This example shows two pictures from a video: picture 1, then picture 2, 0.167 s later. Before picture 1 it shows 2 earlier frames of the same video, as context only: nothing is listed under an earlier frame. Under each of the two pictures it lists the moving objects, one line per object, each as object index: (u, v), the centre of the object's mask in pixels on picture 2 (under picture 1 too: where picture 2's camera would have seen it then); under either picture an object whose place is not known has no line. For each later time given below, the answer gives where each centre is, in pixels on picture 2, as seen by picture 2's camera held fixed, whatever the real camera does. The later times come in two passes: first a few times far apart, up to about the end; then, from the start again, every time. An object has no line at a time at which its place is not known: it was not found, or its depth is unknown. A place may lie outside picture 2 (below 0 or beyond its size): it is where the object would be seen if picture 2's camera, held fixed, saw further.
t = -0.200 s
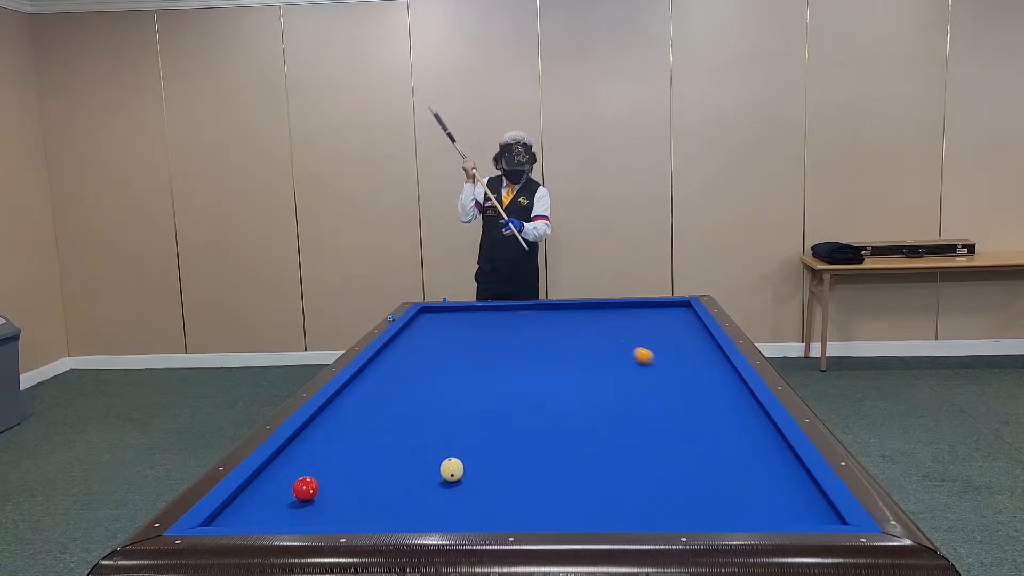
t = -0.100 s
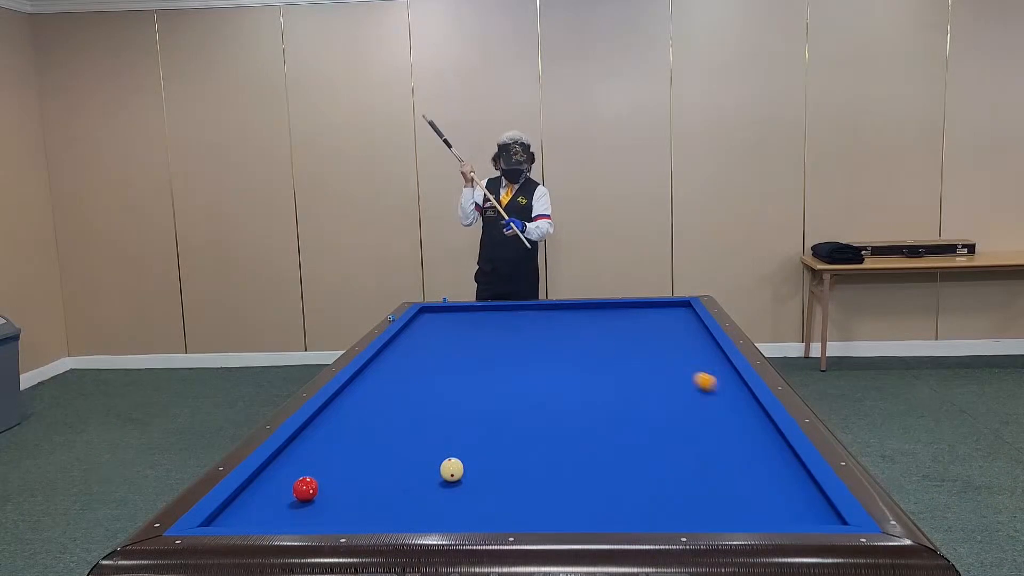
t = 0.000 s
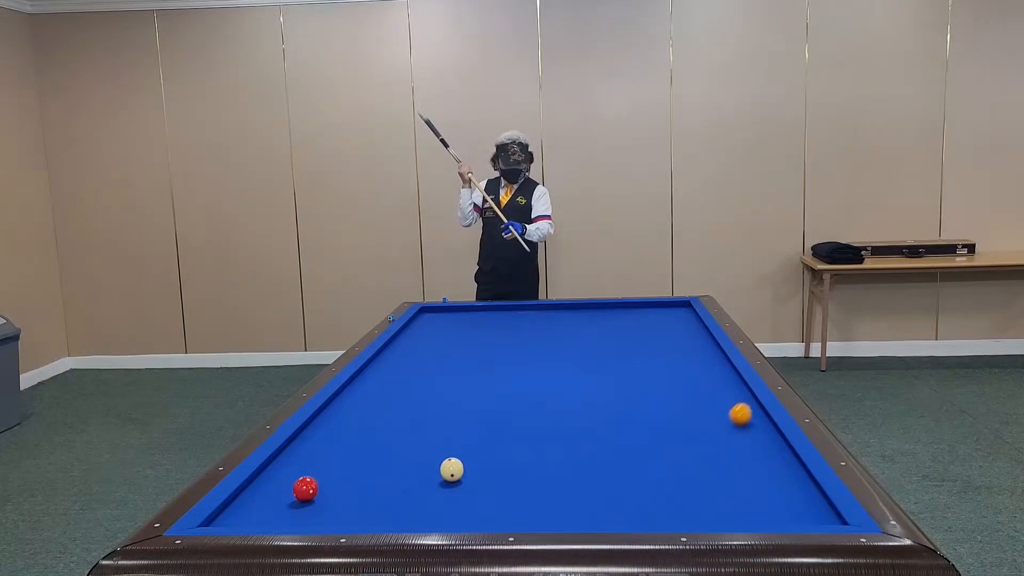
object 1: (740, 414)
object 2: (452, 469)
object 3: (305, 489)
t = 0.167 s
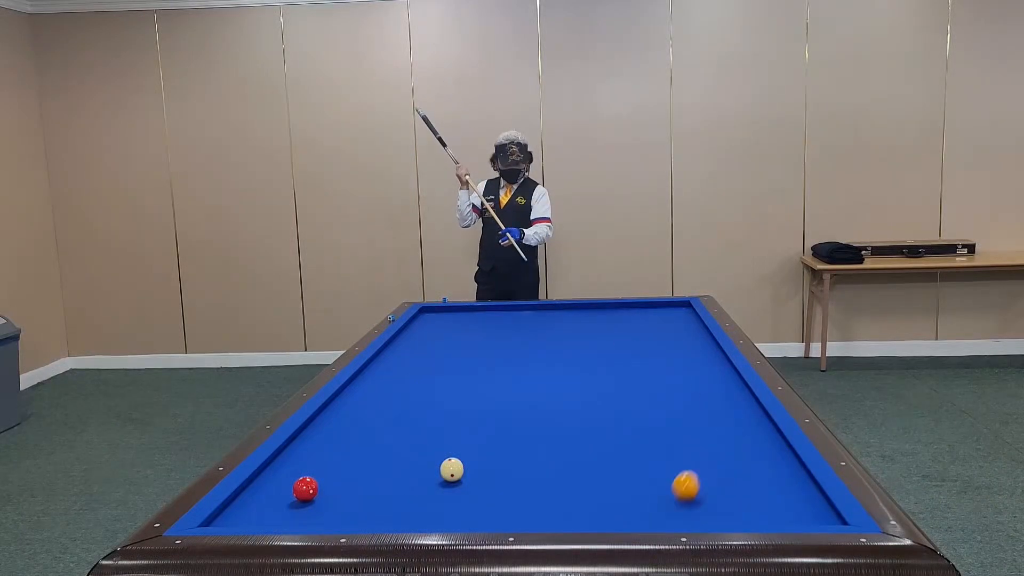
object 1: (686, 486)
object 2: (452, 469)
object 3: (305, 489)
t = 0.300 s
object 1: (610, 490)
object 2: (452, 469)
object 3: (305, 489)
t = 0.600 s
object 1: (469, 402)
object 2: (452, 469)
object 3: (305, 488)
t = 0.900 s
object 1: (392, 359)
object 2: (452, 469)
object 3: (305, 488)
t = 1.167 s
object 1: (436, 336)
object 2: (452, 469)
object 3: (305, 489)
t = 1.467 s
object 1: (489, 315)
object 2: (452, 469)
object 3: (305, 489)
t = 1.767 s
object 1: (535, 312)
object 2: (452, 469)
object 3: (305, 489)
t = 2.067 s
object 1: (585, 320)
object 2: (452, 469)
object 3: (305, 489)
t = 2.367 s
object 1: (641, 329)
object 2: (452, 469)
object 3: (305, 489)
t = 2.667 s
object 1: (704, 339)
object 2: (452, 469)
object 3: (305, 489)
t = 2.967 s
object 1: (680, 352)
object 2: (452, 469)
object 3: (305, 488)
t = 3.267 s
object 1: (651, 367)
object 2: (452, 469)
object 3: (305, 489)
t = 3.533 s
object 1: (622, 381)
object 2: (452, 469)
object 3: (305, 489)
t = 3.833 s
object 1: (586, 399)
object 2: (452, 469)
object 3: (305, 489)
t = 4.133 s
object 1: (546, 419)
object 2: (452, 469)
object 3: (305, 489)
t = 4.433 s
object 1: (500, 442)
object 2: (452, 469)
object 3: (305, 489)
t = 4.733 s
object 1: (454, 460)
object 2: (447, 476)
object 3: (305, 489)
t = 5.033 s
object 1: (417, 467)
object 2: (429, 498)
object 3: (305, 489)
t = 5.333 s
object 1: (382, 472)
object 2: (411, 518)
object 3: (305, 489)
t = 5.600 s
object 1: (351, 477)
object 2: (412, 512)
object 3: (305, 489)
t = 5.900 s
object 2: (415, 502)
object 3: (304, 489)
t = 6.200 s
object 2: (418, 492)
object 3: (296, 495)
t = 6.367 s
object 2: (419, 487)
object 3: (292, 497)
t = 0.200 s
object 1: (674, 505)
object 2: (452, 469)
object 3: (305, 489)
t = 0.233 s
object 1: (659, 517)
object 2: (452, 469)
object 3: (305, 489)
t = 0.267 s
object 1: (633, 506)
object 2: (452, 469)
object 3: (305, 489)
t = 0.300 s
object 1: (610, 490)
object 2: (452, 469)
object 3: (305, 489)
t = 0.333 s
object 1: (588, 476)
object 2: (452, 469)
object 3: (305, 489)
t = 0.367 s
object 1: (568, 464)
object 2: (452, 469)
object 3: (305, 488)
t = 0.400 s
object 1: (550, 452)
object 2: (452, 469)
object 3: (305, 489)
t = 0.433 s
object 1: (534, 442)
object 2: (452, 469)
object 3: (305, 488)
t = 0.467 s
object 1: (519, 432)
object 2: (452, 469)
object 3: (305, 489)
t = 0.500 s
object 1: (505, 424)
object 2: (452, 469)
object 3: (305, 488)
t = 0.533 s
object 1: (492, 416)
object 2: (452, 469)
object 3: (305, 489)
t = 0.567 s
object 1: (480, 408)
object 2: (452, 469)
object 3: (305, 489)
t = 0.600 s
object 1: (469, 402)
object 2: (452, 469)
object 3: (305, 488)
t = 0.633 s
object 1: (458, 395)
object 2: (452, 469)
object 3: (305, 488)
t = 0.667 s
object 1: (448, 390)
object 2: (452, 469)
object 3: (305, 488)
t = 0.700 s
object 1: (439, 384)
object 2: (452, 469)
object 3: (305, 488)
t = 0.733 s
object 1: (430, 379)
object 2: (452, 469)
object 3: (305, 488)
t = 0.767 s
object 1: (421, 374)
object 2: (452, 469)
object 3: (305, 488)
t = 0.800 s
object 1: (414, 370)
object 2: (452, 469)
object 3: (305, 488)
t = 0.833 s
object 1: (406, 366)
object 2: (452, 469)
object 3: (305, 489)
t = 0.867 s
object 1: (399, 362)
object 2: (452, 469)
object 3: (305, 488)
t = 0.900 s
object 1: (392, 359)
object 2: (452, 469)
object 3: (305, 488)
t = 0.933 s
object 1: (385, 355)
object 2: (452, 469)
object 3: (305, 489)
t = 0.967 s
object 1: (384, 353)
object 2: (452, 469)
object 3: (305, 489)
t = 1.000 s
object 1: (394, 350)
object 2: (452, 469)
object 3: (305, 489)
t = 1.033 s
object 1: (404, 346)
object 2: (452, 469)
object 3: (305, 489)
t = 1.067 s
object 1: (413, 343)
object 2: (452, 469)
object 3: (305, 489)
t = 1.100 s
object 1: (422, 341)
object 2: (452, 469)
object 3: (305, 489)
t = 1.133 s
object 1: (430, 338)
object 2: (452, 469)
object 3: (305, 489)
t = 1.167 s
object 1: (436, 336)
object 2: (452, 469)
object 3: (305, 489)
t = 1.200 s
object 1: (443, 333)
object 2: (452, 469)
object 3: (305, 489)
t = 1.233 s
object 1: (449, 331)
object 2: (452, 469)
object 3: (305, 488)
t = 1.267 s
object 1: (455, 329)
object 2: (452, 469)
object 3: (305, 489)
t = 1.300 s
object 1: (461, 326)
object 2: (452, 469)
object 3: (305, 489)
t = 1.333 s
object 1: (467, 323)
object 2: (452, 469)
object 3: (305, 489)
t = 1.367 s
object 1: (473, 321)
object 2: (452, 469)
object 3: (305, 489)
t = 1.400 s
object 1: (478, 319)
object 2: (452, 469)
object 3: (305, 489)
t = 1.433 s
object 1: (484, 317)
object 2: (452, 469)
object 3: (305, 489)
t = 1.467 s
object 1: (489, 315)
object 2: (452, 469)
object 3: (305, 489)
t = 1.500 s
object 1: (494, 313)
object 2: (452, 469)
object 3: (305, 489)
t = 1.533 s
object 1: (499, 311)
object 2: (452, 469)
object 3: (305, 489)
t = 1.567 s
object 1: (504, 309)
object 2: (452, 469)
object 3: (305, 489)
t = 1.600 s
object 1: (509, 307)
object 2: (452, 469)
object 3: (305, 489)
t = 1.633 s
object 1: (513, 307)
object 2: (452, 469)
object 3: (305, 489)
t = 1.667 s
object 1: (518, 308)
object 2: (452, 469)
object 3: (305, 489)
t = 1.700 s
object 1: (524, 309)
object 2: (452, 469)
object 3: (305, 489)
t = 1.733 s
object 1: (529, 310)
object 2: (452, 469)
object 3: (305, 489)
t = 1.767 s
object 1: (535, 312)
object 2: (452, 469)
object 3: (305, 489)
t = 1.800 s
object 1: (540, 313)
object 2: (452, 469)
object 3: (305, 489)
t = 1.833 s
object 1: (545, 314)
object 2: (452, 469)
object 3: (305, 489)
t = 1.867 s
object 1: (551, 315)
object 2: (452, 469)
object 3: (305, 489)
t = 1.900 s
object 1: (556, 316)
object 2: (452, 469)
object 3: (305, 489)
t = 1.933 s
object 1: (562, 317)
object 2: (452, 469)
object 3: (305, 489)
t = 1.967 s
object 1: (568, 317)
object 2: (452, 469)
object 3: (305, 489)
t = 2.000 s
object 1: (573, 318)
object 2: (452, 469)
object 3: (305, 489)
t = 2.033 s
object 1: (579, 319)
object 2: (452, 469)
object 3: (305, 489)
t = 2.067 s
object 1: (585, 320)
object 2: (452, 469)
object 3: (305, 489)
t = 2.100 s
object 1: (591, 321)
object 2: (452, 469)
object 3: (305, 489)
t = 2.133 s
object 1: (597, 322)
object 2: (452, 469)
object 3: (305, 489)
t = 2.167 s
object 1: (603, 323)
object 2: (452, 469)
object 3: (305, 489)
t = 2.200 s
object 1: (609, 324)
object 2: (452, 469)
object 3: (305, 489)
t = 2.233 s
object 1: (616, 325)
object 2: (452, 469)
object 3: (305, 489)
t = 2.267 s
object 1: (622, 326)
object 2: (452, 469)
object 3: (305, 489)
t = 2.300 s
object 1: (628, 327)
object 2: (452, 469)
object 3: (305, 489)
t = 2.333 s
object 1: (635, 328)
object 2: (452, 469)
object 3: (305, 489)
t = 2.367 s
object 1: (641, 329)
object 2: (452, 469)
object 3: (305, 489)
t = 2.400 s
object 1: (648, 330)
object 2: (452, 469)
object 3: (305, 489)
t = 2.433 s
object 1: (655, 331)
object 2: (452, 469)
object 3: (305, 489)
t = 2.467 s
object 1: (661, 332)
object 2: (452, 469)
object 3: (305, 489)
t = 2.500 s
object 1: (668, 333)
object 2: (452, 469)
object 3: (305, 489)
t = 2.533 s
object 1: (675, 334)
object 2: (452, 469)
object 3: (305, 489)
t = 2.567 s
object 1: (682, 336)
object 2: (452, 469)
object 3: (305, 489)
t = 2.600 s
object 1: (689, 337)
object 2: (452, 469)
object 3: (305, 489)
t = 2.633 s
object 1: (696, 338)
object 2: (452, 469)
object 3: (305, 489)
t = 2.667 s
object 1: (704, 339)
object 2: (452, 469)
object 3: (305, 489)
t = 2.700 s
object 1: (707, 340)
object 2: (452, 469)
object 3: (305, 489)
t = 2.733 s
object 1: (703, 342)
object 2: (452, 469)
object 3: (305, 489)
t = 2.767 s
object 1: (699, 343)
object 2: (452, 469)
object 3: (305, 489)
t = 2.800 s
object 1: (696, 345)
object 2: (452, 469)
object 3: (305, 489)
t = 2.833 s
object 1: (692, 346)
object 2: (452, 469)
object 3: (305, 489)
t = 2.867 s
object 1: (690, 347)
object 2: (452, 469)
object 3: (305, 489)
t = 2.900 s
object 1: (686, 349)
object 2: (452, 469)
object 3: (305, 489)
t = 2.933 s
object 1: (683, 351)
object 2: (452, 469)
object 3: (305, 488)
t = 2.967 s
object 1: (680, 352)
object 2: (452, 469)
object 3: (305, 488)
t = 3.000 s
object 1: (677, 354)
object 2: (452, 469)
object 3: (305, 488)
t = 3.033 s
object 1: (674, 355)
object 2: (452, 469)
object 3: (305, 488)
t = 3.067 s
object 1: (671, 357)
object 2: (452, 469)
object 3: (305, 488)
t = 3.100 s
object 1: (668, 358)
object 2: (452, 469)
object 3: (305, 488)
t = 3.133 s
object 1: (665, 360)
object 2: (452, 469)
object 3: (305, 488)
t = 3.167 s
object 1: (661, 362)
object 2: (452, 469)
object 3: (305, 489)
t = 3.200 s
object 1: (658, 363)
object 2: (452, 469)
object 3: (305, 489)
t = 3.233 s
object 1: (655, 365)
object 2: (452, 469)
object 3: (305, 489)
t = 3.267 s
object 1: (651, 367)
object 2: (452, 469)
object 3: (305, 489)
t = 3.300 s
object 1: (648, 369)
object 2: (452, 469)
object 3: (305, 489)
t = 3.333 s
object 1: (644, 370)
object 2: (452, 469)
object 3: (305, 489)
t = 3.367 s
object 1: (641, 372)
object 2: (452, 469)
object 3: (305, 489)
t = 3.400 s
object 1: (637, 374)
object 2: (452, 469)
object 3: (305, 489)
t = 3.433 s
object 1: (633, 376)
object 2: (452, 469)
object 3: (305, 489)
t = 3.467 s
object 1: (630, 377)
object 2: (452, 469)
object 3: (305, 489)
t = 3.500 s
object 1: (626, 379)
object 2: (452, 469)
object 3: (305, 489)
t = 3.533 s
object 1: (622, 381)
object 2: (452, 469)
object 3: (305, 489)
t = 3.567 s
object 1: (619, 383)
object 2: (452, 469)
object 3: (305, 489)
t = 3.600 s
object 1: (615, 385)
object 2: (452, 469)
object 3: (305, 489)
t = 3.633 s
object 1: (611, 387)
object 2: (452, 469)
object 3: (305, 489)
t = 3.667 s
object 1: (607, 389)
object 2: (452, 469)
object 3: (305, 489)
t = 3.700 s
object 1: (603, 391)
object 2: (452, 469)
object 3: (305, 489)
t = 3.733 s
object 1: (599, 393)
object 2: (452, 469)
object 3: (305, 489)
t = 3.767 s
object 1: (595, 395)
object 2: (452, 469)
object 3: (305, 489)
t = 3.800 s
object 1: (591, 397)
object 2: (452, 469)
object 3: (305, 489)
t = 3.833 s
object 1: (586, 399)
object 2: (452, 469)
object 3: (305, 489)
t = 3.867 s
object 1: (582, 401)
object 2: (452, 469)
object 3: (305, 489)
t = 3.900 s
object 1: (578, 403)
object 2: (452, 469)
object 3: (305, 489)
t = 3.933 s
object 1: (574, 405)
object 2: (452, 469)
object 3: (305, 489)
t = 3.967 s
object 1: (569, 408)
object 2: (452, 469)
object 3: (305, 489)
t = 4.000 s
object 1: (564, 410)
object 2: (452, 469)
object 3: (305, 489)
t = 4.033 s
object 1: (560, 412)
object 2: (452, 469)
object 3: (305, 489)
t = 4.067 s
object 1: (555, 415)
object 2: (452, 469)
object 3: (305, 489)
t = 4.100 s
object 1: (551, 417)
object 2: (452, 470)
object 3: (305, 489)
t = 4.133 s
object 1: (546, 419)
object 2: (452, 469)
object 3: (305, 489)
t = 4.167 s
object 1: (541, 422)
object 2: (452, 469)
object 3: (305, 489)
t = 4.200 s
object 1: (536, 424)
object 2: (452, 469)
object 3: (305, 489)
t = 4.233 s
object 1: (531, 427)
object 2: (452, 469)
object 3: (305, 489)
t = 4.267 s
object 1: (526, 429)
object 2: (452, 469)
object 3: (305, 489)
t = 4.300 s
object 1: (521, 432)
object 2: (452, 469)
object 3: (305, 489)
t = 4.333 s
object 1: (516, 434)
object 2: (452, 469)
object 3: (305, 489)
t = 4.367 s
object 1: (511, 437)
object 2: (452, 469)
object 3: (305, 489)
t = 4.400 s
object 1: (506, 440)
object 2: (452, 469)
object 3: (305, 489)
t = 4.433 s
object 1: (500, 442)
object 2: (452, 469)
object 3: (305, 489)
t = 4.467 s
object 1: (495, 445)
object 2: (452, 469)
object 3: (305, 489)
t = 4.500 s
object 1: (489, 448)
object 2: (452, 469)
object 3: (305, 489)
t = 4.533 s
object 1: (484, 451)
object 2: (452, 470)
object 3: (305, 489)
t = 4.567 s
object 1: (478, 453)
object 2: (452, 470)
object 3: (305, 489)
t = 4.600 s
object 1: (472, 456)
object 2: (452, 469)
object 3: (305, 489)
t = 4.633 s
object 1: (468, 458)
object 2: (452, 469)
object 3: (305, 489)
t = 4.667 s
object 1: (463, 459)
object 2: (451, 470)
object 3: (305, 489)
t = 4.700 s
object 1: (458, 459)
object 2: (449, 472)
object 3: (305, 489)
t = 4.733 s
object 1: (454, 460)
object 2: (447, 476)
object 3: (305, 489)
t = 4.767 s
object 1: (449, 460)
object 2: (444, 478)
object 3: (305, 489)
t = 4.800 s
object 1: (445, 461)
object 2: (442, 481)
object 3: (305, 489)
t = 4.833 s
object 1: (441, 462)
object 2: (440, 484)
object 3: (305, 489)
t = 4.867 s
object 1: (437, 463)
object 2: (438, 486)
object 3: (305, 489)
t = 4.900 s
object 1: (433, 464)
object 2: (436, 488)
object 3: (305, 489)
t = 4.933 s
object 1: (429, 465)
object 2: (435, 491)
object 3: (305, 489)
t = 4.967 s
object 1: (425, 466)
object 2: (433, 493)
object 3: (305, 489)
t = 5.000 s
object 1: (421, 466)
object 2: (431, 495)
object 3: (305, 489)
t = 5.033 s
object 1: (417, 467)
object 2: (429, 498)
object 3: (305, 489)
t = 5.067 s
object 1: (413, 468)
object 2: (427, 501)
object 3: (305, 489)
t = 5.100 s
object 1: (409, 468)
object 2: (425, 503)
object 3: (305, 489)
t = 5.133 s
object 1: (405, 469)
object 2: (423, 505)
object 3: (305, 489)
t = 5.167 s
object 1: (401, 470)
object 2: (421, 508)
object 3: (305, 489)
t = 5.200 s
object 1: (397, 470)
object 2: (419, 511)
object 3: (305, 489)
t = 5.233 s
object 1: (393, 471)
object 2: (417, 513)
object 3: (305, 489)
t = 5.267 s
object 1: (389, 471)
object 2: (415, 515)
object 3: (305, 489)
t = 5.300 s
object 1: (385, 472)
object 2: (413, 516)
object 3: (305, 489)
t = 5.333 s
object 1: (382, 472)
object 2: (411, 518)
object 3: (305, 489)
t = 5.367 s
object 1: (378, 473)
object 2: (409, 519)
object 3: (305, 489)
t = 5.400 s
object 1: (374, 473)
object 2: (410, 518)
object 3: (305, 489)
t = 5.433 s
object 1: (370, 474)
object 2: (410, 517)
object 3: (305, 489)
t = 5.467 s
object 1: (366, 474)
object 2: (411, 516)
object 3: (305, 489)
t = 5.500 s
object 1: (362, 475)
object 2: (411, 515)
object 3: (305, 489)
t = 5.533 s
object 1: (359, 476)
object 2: (411, 514)
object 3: (305, 489)
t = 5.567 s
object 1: (355, 476)
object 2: (412, 513)
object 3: (305, 489)
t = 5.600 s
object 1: (351, 477)
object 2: (412, 512)
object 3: (305, 489)
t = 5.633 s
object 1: (347, 477)
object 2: (412, 511)
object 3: (305, 489)
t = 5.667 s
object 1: (344, 478)
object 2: (413, 510)
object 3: (305, 489)
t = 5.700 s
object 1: (340, 478)
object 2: (413, 509)
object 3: (305, 489)
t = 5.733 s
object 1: (336, 479)
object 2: (413, 507)
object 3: (305, 489)
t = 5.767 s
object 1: (332, 479)
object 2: (413, 506)
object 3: (305, 489)
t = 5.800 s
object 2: (414, 505)
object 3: (305, 489)
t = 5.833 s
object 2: (414, 504)
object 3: (305, 489)
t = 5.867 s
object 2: (415, 503)
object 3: (305, 489)
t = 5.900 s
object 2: (415, 502)
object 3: (304, 489)
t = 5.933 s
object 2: (415, 500)
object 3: (303, 490)
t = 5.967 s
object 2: (416, 499)
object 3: (302, 490)
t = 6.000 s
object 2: (416, 498)
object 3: (301, 491)
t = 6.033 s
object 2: (416, 497)
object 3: (300, 492)
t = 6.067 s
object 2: (417, 496)
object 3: (300, 492)
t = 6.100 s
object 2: (417, 495)
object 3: (299, 493)
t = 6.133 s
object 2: (417, 494)
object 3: (298, 493)
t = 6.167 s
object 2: (417, 493)
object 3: (297, 494)
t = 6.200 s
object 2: (418, 492)
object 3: (296, 495)
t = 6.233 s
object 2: (418, 491)
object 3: (296, 495)
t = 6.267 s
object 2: (418, 490)
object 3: (295, 496)
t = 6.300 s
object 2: (418, 489)
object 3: (294, 496)
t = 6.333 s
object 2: (419, 488)
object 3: (293, 497)
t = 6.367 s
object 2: (419, 487)
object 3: (292, 497)
